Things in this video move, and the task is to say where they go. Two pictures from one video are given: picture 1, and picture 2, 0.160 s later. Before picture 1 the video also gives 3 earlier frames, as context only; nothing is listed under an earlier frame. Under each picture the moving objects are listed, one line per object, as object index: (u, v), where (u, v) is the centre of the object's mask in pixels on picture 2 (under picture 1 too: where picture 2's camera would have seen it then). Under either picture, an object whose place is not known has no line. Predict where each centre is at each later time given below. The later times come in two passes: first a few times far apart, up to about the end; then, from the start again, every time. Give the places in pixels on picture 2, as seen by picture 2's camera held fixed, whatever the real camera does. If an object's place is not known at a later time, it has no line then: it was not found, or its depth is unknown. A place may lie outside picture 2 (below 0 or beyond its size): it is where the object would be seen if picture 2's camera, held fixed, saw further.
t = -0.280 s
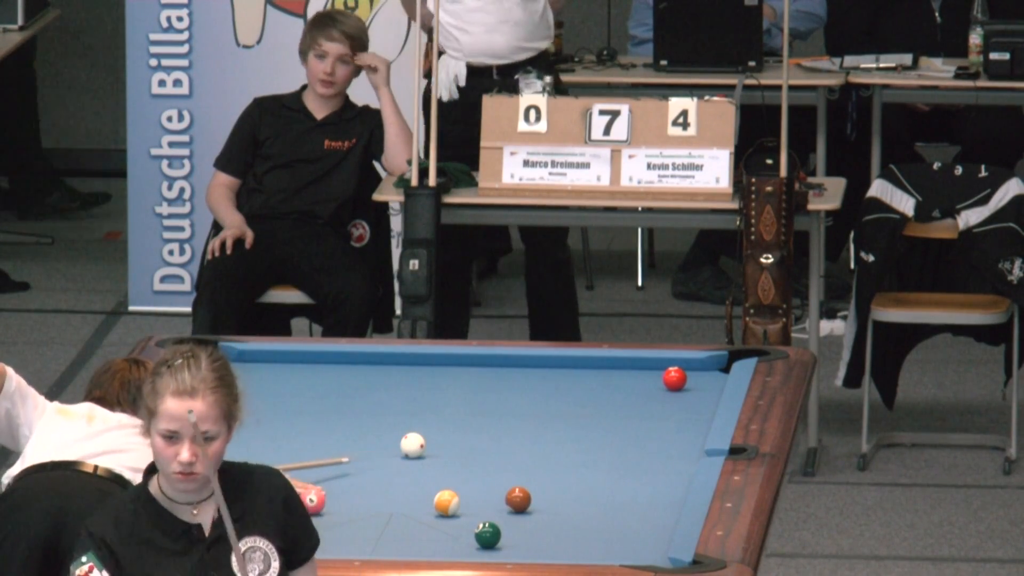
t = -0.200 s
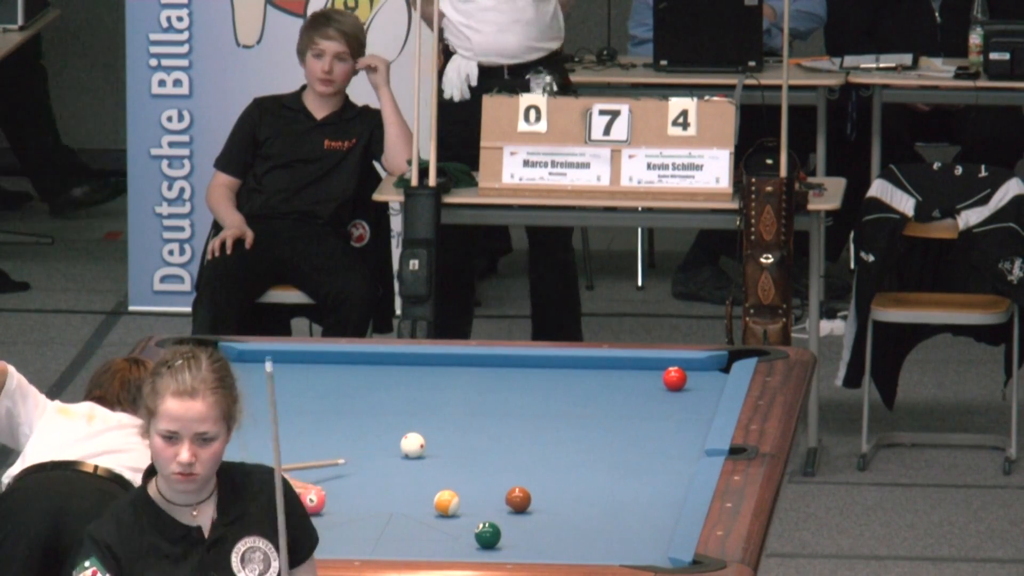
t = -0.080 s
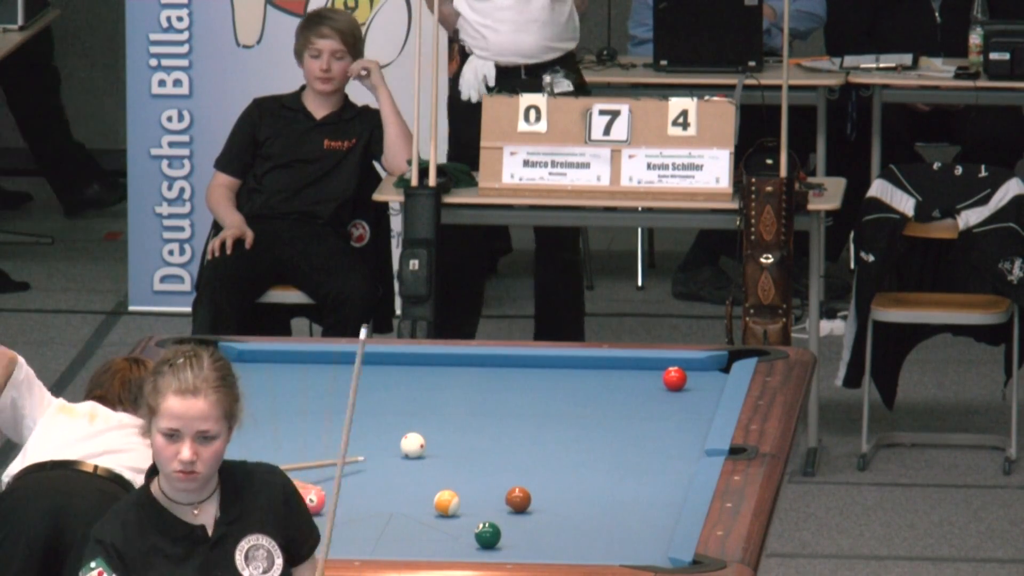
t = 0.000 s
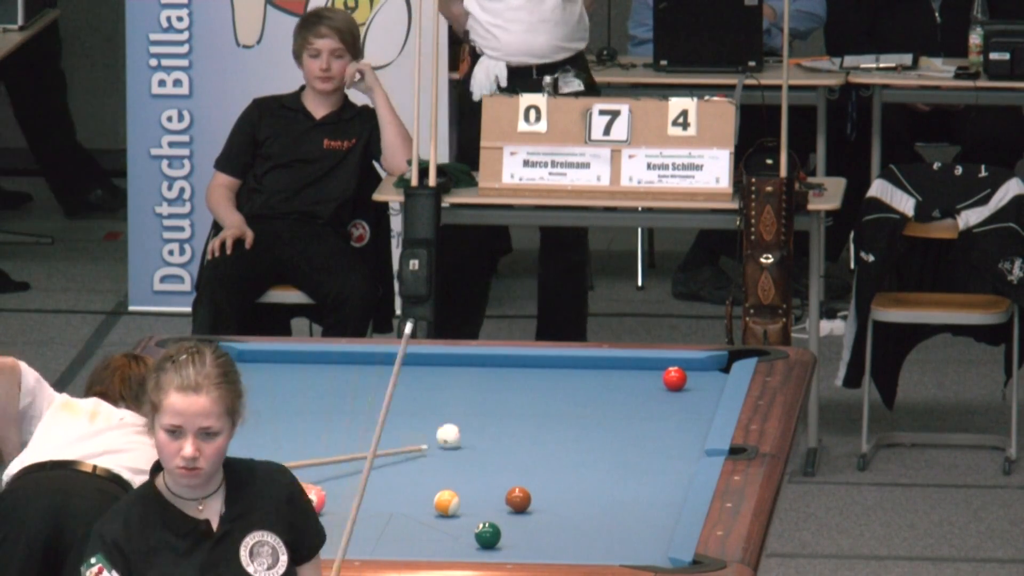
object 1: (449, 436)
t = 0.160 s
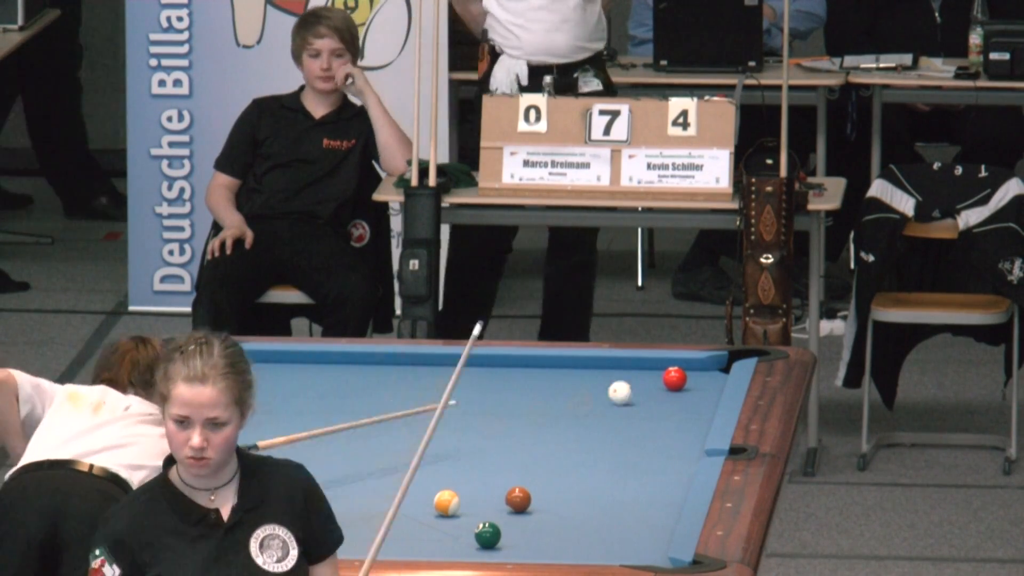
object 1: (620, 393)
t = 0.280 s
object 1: (670, 383)
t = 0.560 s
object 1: (687, 387)
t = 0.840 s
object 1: (701, 391)
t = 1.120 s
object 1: (709, 395)
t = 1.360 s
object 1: (702, 397)
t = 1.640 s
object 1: (694, 400)
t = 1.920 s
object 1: (688, 403)
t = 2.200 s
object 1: (682, 404)
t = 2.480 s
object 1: (677, 406)
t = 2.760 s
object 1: (673, 407)
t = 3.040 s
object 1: (671, 407)
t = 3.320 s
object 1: (671, 407)
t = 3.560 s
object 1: (671, 407)
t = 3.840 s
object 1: (671, 407)
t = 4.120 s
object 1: (671, 406)
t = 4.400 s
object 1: (671, 407)
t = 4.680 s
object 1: (671, 407)
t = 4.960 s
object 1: (671, 406)
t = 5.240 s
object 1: (671, 407)
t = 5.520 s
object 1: (671, 406)
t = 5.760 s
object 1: (671, 407)
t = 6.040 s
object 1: (671, 406)
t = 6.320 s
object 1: (671, 406)
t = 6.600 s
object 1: (671, 406)
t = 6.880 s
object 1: (671, 406)
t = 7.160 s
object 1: (671, 406)
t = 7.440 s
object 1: (671, 406)
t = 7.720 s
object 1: (671, 407)
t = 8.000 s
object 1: (671, 407)
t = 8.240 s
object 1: (671, 407)
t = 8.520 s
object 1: (671, 407)
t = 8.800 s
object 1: (671, 406)
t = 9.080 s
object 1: (671, 406)
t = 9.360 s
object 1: (671, 406)
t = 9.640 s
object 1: (671, 406)
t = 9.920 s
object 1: (671, 407)
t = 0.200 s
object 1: (659, 383)
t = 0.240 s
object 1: (667, 382)
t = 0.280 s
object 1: (670, 383)
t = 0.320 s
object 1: (673, 383)
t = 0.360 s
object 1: (675, 384)
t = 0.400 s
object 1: (677, 385)
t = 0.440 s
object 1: (680, 386)
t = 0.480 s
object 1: (682, 386)
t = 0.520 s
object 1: (684, 386)
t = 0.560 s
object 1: (687, 387)
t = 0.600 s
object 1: (689, 388)
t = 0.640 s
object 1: (691, 388)
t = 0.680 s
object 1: (693, 389)
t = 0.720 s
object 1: (695, 389)
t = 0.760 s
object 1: (697, 390)
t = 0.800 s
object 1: (699, 391)
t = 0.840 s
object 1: (701, 391)
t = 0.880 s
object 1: (703, 391)
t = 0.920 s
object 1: (705, 392)
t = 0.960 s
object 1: (707, 393)
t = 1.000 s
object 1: (709, 393)
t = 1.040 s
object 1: (710, 393)
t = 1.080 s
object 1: (710, 394)
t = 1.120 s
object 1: (709, 395)
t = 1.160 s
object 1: (708, 395)
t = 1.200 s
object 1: (707, 396)
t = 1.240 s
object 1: (706, 396)
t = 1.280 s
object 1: (705, 397)
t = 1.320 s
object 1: (704, 397)
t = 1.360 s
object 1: (702, 397)
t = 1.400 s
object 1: (701, 398)
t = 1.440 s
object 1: (700, 398)
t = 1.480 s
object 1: (699, 399)
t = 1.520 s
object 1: (697, 399)
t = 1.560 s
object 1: (697, 400)
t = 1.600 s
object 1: (695, 400)
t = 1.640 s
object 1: (694, 400)
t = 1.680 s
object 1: (693, 401)
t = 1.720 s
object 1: (692, 401)
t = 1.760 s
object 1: (692, 401)
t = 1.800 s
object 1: (691, 402)
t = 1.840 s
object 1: (690, 402)
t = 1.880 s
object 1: (688, 402)
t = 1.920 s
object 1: (688, 403)
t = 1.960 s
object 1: (687, 403)
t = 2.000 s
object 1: (686, 403)
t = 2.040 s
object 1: (685, 404)
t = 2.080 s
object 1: (684, 404)
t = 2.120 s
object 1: (683, 404)
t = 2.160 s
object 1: (683, 404)
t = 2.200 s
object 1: (682, 404)
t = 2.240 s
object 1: (681, 405)
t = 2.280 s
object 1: (680, 405)
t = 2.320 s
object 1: (680, 405)
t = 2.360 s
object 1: (679, 406)
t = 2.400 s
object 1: (678, 405)
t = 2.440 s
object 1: (678, 406)
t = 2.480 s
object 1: (677, 406)
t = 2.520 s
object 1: (676, 406)
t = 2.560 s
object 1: (676, 406)
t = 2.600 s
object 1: (675, 406)
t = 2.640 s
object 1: (675, 406)
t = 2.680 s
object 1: (674, 407)
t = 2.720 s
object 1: (674, 406)
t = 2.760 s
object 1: (673, 407)
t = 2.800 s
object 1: (673, 407)
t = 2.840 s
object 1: (672, 407)
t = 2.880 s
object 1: (672, 407)
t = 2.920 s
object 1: (672, 407)
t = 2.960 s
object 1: (671, 407)
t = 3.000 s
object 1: (671, 407)
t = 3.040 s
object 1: (671, 407)
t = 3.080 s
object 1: (671, 407)
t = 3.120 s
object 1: (671, 407)
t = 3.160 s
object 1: (671, 407)
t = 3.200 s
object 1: (671, 407)
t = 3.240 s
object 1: (671, 407)
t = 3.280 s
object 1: (671, 406)
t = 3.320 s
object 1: (671, 407)
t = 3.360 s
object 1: (671, 406)
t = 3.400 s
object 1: (671, 407)
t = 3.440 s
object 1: (671, 407)
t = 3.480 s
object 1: (671, 406)
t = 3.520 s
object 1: (671, 407)
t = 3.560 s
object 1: (671, 407)
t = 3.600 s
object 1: (671, 407)
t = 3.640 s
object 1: (671, 407)
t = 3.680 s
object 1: (671, 407)
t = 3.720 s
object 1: (671, 407)
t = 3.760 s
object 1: (671, 407)
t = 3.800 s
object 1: (671, 406)
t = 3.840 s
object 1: (671, 407)
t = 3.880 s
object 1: (671, 407)
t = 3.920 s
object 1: (671, 407)
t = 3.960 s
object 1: (671, 407)
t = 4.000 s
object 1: (671, 407)
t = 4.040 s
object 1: (671, 407)
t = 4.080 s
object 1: (671, 407)
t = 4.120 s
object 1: (671, 406)
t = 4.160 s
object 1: (671, 406)
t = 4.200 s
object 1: (671, 406)
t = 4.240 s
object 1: (671, 406)
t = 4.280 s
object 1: (671, 407)
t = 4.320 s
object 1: (671, 407)
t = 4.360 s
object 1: (671, 407)
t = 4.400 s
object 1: (671, 407)
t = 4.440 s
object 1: (671, 406)
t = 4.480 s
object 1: (671, 406)
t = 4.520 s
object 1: (671, 406)
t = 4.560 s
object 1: (671, 406)
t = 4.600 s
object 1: (671, 407)
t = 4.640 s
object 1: (671, 406)
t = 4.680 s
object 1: (671, 407)
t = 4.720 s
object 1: (671, 407)
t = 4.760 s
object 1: (671, 406)
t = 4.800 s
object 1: (671, 407)
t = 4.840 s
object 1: (671, 407)
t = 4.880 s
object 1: (671, 406)
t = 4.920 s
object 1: (671, 407)
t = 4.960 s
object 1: (671, 406)
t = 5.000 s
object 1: (671, 407)
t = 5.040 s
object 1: (671, 407)
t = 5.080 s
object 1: (671, 406)
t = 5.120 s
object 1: (671, 406)
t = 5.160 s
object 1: (671, 407)
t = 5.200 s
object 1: (671, 406)
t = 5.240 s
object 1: (671, 407)
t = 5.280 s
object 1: (671, 406)
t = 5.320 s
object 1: (671, 406)
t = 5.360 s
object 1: (671, 407)
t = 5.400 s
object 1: (671, 406)
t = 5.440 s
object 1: (671, 406)
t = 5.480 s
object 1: (671, 406)
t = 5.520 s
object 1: (671, 406)
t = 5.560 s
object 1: (671, 407)
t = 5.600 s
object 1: (671, 406)
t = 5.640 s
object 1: (671, 407)
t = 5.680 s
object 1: (671, 407)
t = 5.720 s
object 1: (671, 406)
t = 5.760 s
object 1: (671, 407)
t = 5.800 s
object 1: (671, 406)
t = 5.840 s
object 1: (671, 406)
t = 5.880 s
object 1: (671, 407)
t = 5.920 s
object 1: (671, 406)
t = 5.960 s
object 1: (671, 406)
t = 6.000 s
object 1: (671, 407)
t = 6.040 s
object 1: (671, 406)
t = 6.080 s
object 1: (671, 407)
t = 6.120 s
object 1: (671, 407)
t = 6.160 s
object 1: (671, 406)
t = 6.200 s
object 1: (671, 406)
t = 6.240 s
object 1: (671, 406)
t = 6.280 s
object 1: (671, 406)
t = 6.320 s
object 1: (671, 406)
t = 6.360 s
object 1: (671, 406)
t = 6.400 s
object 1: (671, 407)
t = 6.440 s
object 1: (671, 406)
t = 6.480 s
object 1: (671, 406)
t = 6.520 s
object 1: (671, 407)
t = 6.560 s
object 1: (671, 406)
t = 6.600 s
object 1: (671, 406)
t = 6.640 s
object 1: (671, 407)
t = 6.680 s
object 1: (671, 406)
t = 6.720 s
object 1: (671, 406)
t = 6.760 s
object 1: (671, 406)
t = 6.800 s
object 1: (671, 406)
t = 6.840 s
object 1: (671, 406)
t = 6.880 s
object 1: (671, 406)
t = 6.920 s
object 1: (671, 406)
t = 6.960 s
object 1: (671, 406)
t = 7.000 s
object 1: (671, 406)
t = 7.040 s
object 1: (671, 406)
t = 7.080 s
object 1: (671, 406)
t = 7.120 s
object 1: (671, 406)
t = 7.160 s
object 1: (671, 406)
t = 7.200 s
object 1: (671, 406)
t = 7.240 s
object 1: (671, 407)
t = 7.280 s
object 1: (671, 407)
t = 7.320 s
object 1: (671, 406)
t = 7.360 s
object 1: (671, 406)
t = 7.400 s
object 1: (671, 406)
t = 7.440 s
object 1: (671, 406)
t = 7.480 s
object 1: (671, 406)
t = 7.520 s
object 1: (671, 406)
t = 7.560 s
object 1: (671, 406)
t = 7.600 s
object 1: (671, 406)
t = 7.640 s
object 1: (671, 406)
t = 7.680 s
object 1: (671, 406)
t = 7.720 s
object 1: (671, 407)
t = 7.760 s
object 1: (671, 406)
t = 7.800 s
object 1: (671, 406)
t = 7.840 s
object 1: (671, 406)
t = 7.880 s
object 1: (671, 406)
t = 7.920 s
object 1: (671, 406)
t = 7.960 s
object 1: (671, 407)
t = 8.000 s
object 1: (671, 407)
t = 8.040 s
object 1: (671, 407)
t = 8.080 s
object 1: (671, 407)
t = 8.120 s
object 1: (671, 406)
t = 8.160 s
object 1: (671, 407)
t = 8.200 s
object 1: (671, 407)
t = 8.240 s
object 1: (671, 407)
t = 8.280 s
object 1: (671, 407)
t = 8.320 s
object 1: (671, 407)
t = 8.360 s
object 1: (671, 407)
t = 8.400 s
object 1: (671, 407)
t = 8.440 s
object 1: (671, 407)
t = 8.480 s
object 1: (671, 407)
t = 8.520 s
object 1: (671, 407)
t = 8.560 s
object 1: (671, 407)
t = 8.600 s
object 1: (671, 406)
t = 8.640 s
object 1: (671, 406)
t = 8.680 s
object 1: (671, 406)
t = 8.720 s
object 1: (671, 407)
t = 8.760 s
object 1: (671, 407)
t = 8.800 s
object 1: (671, 406)
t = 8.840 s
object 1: (671, 407)
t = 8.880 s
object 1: (671, 406)
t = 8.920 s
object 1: (671, 406)
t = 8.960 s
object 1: (671, 406)
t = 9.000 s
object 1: (671, 406)
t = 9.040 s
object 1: (671, 406)
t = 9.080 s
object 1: (671, 406)
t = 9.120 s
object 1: (671, 407)
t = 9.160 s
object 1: (671, 406)
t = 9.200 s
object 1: (671, 406)
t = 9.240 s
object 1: (671, 406)
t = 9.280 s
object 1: (671, 406)
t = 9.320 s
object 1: (671, 406)
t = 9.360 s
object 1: (671, 406)
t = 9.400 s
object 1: (671, 406)
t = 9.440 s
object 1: (671, 406)
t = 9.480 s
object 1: (671, 406)
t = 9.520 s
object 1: (671, 406)
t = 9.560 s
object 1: (671, 406)
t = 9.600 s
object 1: (671, 406)
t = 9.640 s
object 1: (671, 406)
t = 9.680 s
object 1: (671, 406)
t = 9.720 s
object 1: (671, 407)
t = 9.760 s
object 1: (671, 407)
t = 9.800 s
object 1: (671, 406)
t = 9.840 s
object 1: (671, 406)
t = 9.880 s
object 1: (671, 407)
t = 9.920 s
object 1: (671, 407)
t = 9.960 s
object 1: (671, 407)
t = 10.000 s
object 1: (671, 407)
